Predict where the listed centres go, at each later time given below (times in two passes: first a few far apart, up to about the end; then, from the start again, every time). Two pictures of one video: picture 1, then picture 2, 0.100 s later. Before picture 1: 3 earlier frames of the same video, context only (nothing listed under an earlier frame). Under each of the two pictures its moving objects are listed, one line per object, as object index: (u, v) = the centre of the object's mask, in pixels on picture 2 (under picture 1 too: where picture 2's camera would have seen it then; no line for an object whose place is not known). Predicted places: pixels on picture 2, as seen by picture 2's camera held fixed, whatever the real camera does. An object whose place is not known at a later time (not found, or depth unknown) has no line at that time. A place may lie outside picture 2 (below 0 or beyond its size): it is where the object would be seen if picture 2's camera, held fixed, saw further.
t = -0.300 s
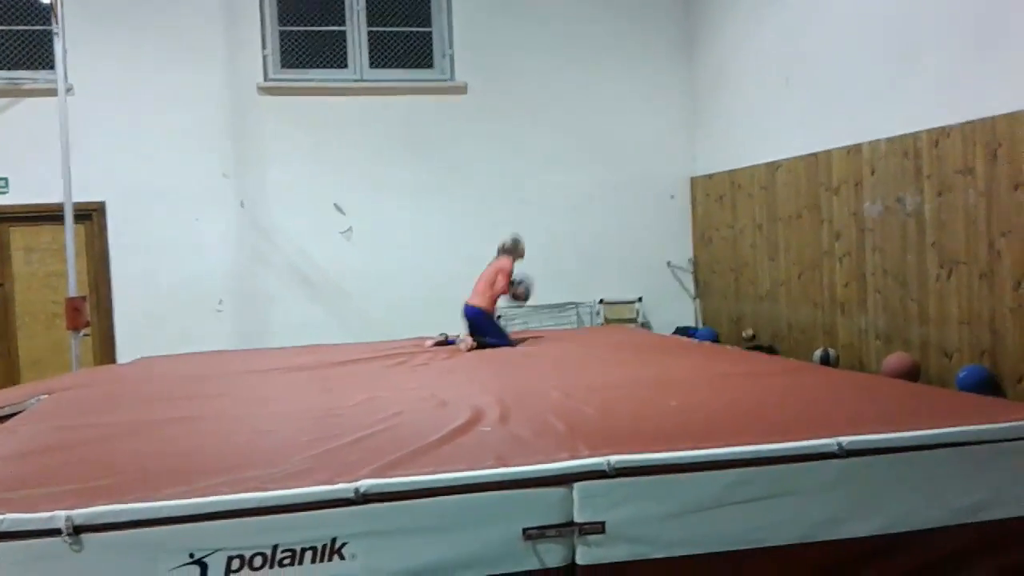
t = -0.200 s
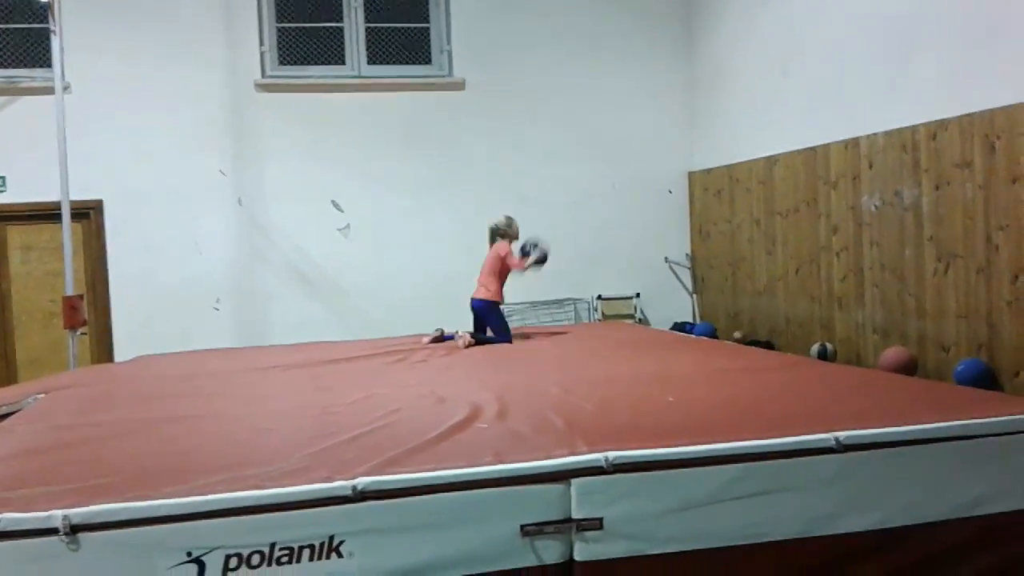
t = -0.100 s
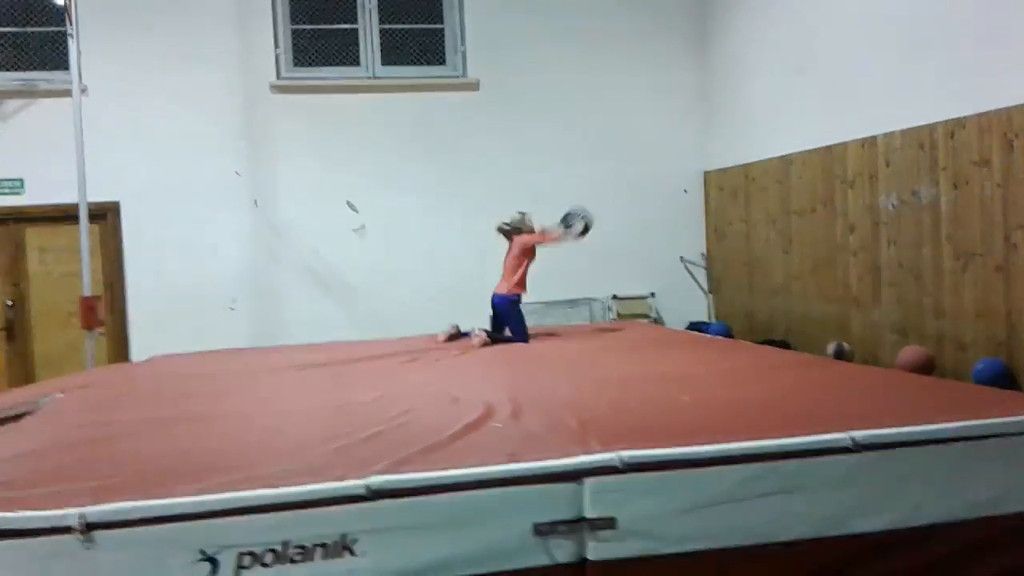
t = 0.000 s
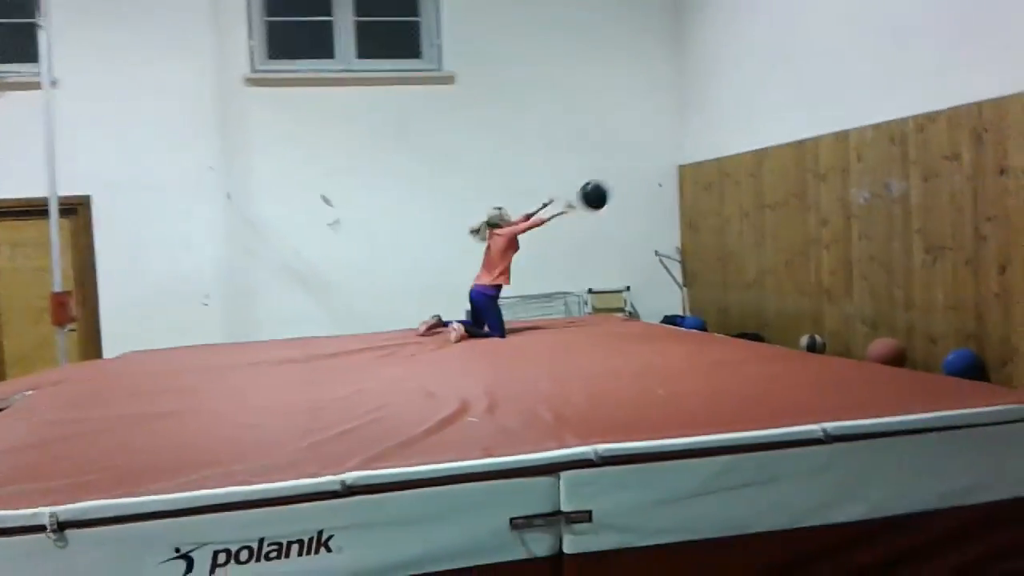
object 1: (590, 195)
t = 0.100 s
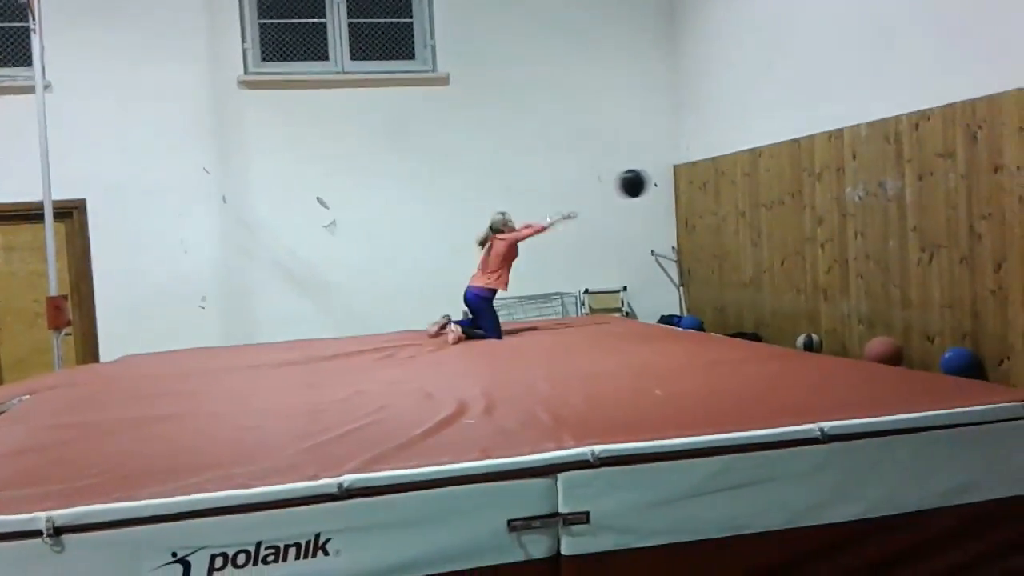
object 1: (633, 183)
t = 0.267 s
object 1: (706, 185)
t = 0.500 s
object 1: (751, 226)
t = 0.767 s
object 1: (716, 325)
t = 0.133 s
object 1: (646, 181)
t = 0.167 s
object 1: (661, 180)
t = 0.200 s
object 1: (676, 181)
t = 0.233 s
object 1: (691, 182)
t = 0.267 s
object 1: (706, 185)
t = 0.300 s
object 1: (720, 188)
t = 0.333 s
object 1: (734, 194)
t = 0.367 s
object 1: (748, 200)
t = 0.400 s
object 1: (764, 207)
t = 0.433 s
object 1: (763, 213)
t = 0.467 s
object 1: (757, 218)
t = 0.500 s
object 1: (751, 226)
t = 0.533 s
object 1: (747, 235)
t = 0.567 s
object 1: (742, 244)
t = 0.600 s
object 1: (736, 256)
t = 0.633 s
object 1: (731, 268)
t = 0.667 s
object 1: (725, 282)
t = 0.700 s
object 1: (720, 297)
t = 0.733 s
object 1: (716, 313)
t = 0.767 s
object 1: (716, 325)
